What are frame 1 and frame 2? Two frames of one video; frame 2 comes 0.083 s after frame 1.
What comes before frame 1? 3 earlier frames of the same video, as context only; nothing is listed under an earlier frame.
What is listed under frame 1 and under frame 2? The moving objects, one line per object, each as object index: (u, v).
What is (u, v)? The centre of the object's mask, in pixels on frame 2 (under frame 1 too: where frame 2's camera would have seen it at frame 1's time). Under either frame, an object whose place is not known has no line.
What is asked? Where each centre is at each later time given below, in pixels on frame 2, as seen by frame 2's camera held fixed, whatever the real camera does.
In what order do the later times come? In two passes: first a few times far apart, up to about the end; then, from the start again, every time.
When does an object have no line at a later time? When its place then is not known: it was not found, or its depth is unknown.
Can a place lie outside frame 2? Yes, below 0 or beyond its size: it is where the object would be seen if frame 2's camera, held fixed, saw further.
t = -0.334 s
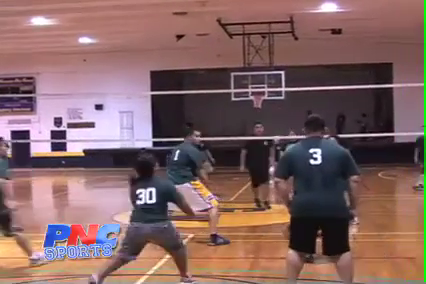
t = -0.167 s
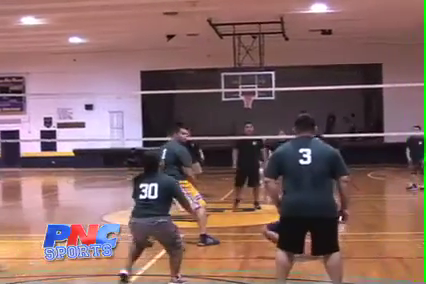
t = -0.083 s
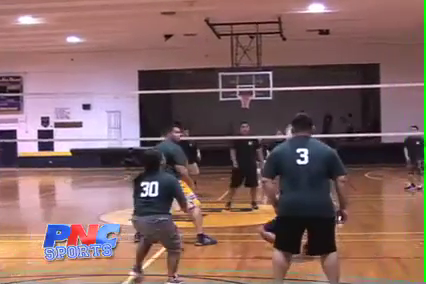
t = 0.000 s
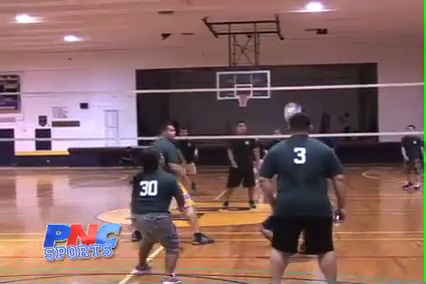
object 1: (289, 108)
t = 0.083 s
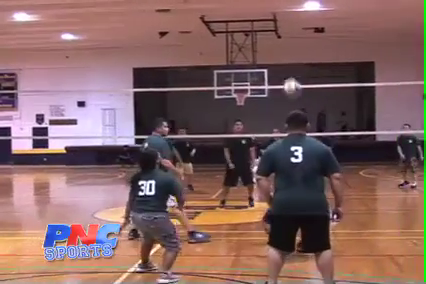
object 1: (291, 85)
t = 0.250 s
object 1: (294, 65)
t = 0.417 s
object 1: (298, 62)
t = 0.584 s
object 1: (301, 77)
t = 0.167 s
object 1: (292, 75)
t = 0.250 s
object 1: (294, 65)
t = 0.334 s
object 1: (296, 61)
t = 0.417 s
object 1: (298, 62)
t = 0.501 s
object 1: (299, 66)
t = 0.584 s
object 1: (301, 77)
